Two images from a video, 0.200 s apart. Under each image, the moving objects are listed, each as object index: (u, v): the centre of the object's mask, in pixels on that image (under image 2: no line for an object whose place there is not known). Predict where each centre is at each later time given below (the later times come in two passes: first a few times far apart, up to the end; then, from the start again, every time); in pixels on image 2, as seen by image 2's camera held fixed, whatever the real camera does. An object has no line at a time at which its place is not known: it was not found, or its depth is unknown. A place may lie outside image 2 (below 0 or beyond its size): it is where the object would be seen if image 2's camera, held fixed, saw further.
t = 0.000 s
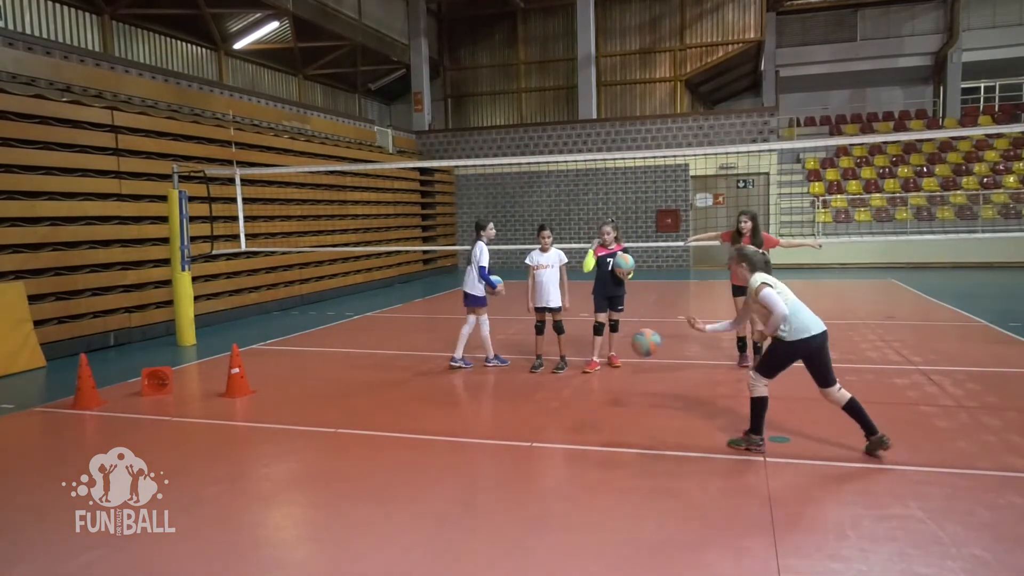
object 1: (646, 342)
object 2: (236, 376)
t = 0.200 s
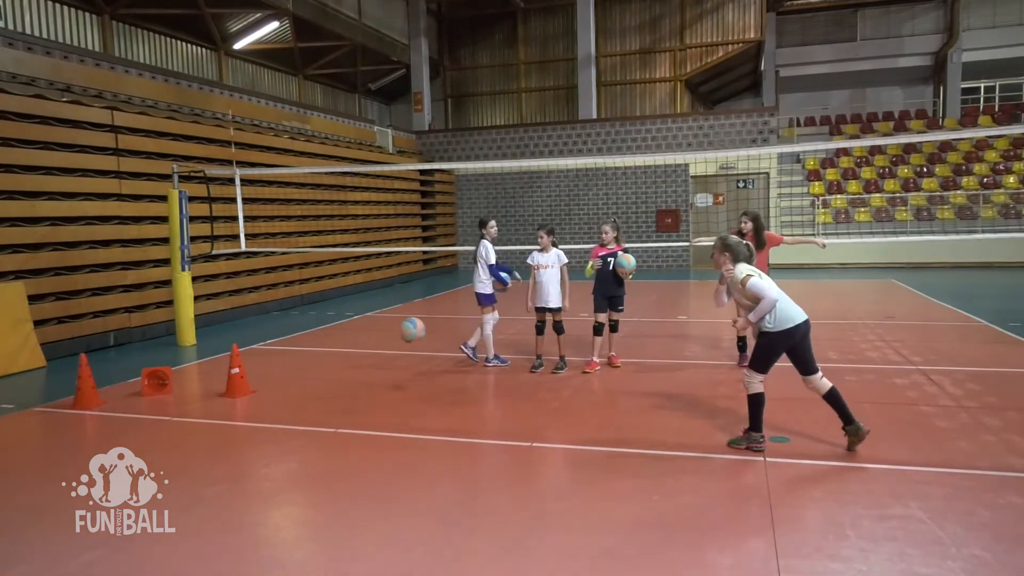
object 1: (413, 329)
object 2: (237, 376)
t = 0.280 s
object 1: (337, 339)
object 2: (237, 376)
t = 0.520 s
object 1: (292, 334)
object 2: (194, 360)
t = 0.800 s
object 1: (372, 338)
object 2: (111, 360)
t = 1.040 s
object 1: (426, 329)
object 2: (51, 374)
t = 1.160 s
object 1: (450, 320)
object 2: (31, 377)
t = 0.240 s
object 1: (374, 334)
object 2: (237, 376)
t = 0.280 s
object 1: (337, 339)
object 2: (237, 376)
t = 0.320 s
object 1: (303, 347)
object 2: (237, 376)
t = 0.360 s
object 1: (270, 355)
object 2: (236, 376)
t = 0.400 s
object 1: (254, 358)
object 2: (232, 375)
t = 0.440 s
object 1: (267, 348)
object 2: (217, 365)
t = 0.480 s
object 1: (279, 340)
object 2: (203, 361)
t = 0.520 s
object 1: (292, 334)
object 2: (194, 360)
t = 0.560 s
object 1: (304, 330)
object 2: (183, 357)
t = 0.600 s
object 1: (316, 327)
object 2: (174, 354)
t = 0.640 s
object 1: (328, 326)
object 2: (160, 356)
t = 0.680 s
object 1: (340, 326)
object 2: (146, 359)
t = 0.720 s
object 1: (351, 329)
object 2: (134, 360)
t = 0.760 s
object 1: (362, 333)
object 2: (123, 359)
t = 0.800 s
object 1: (372, 338)
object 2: (111, 360)
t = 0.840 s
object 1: (382, 344)
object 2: (104, 364)
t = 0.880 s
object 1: (392, 352)
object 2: (89, 369)
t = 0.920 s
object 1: (402, 353)
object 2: (67, 381)
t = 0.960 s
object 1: (410, 343)
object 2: (61, 380)
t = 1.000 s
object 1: (417, 335)
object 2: (56, 375)
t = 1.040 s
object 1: (426, 329)
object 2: (51, 374)
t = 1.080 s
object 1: (433, 324)
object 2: (45, 375)
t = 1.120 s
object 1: (441, 321)
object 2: (39, 376)
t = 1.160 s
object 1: (450, 320)
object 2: (31, 377)
